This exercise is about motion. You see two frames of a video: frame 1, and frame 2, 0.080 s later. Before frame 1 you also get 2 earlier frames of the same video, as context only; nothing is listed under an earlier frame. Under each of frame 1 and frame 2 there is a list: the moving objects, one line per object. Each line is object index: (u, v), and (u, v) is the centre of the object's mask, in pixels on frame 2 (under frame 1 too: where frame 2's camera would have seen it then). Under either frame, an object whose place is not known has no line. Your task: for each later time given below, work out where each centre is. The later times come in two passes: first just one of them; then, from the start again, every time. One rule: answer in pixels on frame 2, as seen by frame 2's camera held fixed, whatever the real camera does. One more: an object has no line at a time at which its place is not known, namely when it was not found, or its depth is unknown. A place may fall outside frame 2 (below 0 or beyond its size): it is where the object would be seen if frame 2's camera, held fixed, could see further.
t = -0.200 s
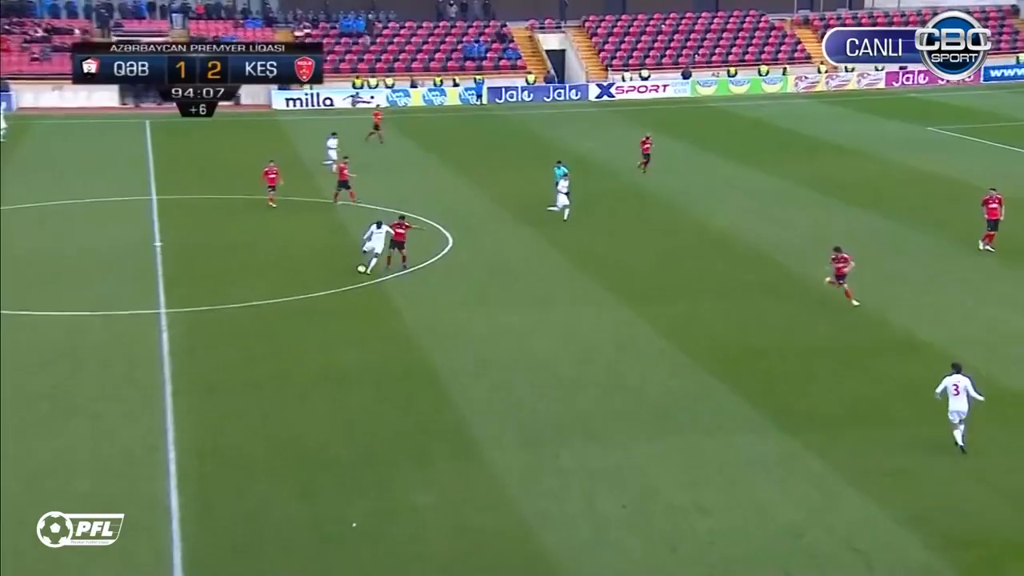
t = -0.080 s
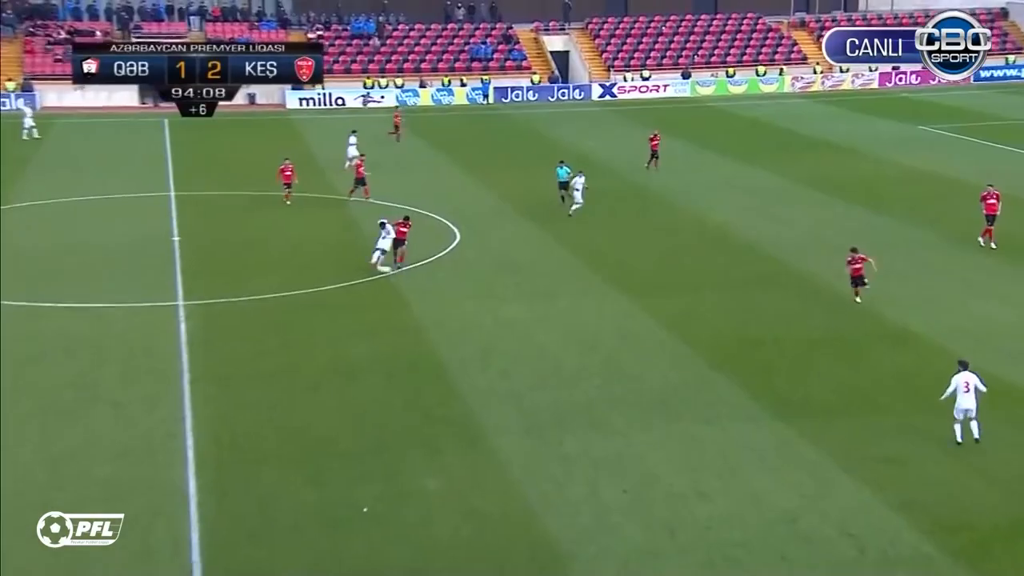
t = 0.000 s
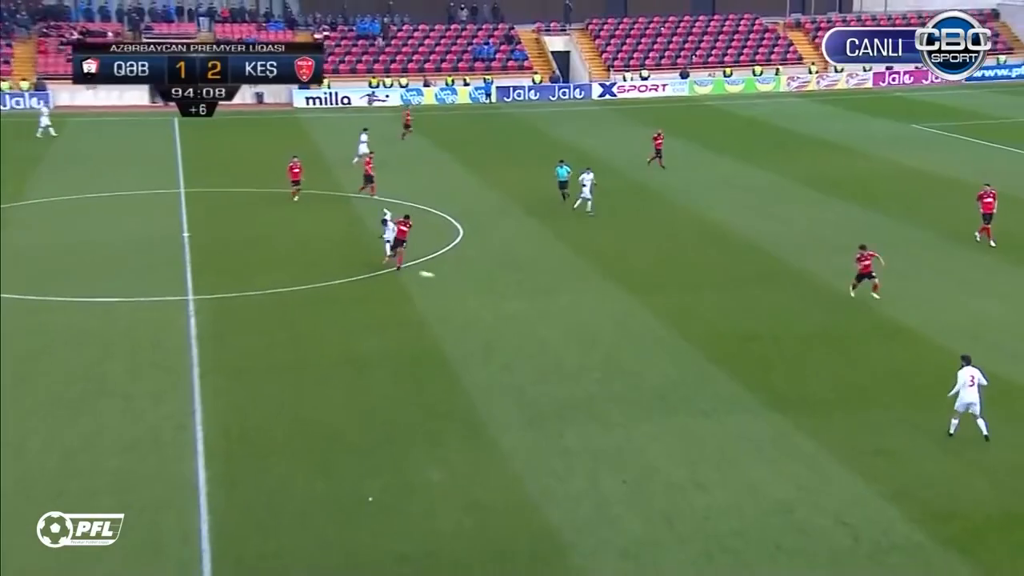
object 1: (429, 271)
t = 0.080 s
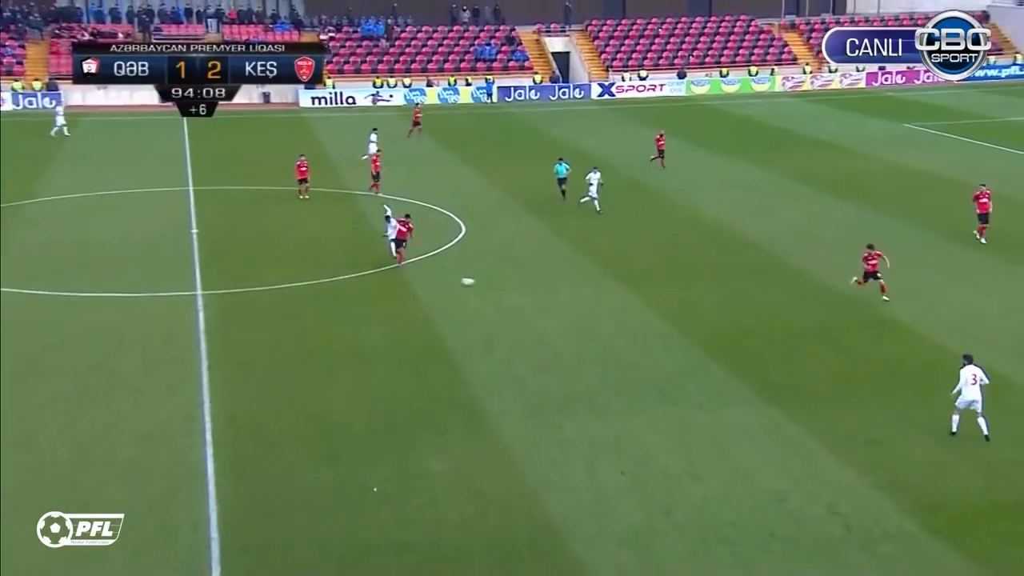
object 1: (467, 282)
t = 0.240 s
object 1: (544, 299)
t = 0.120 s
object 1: (486, 284)
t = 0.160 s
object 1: (505, 288)
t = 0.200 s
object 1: (524, 293)
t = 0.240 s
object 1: (544, 299)
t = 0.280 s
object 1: (563, 304)
